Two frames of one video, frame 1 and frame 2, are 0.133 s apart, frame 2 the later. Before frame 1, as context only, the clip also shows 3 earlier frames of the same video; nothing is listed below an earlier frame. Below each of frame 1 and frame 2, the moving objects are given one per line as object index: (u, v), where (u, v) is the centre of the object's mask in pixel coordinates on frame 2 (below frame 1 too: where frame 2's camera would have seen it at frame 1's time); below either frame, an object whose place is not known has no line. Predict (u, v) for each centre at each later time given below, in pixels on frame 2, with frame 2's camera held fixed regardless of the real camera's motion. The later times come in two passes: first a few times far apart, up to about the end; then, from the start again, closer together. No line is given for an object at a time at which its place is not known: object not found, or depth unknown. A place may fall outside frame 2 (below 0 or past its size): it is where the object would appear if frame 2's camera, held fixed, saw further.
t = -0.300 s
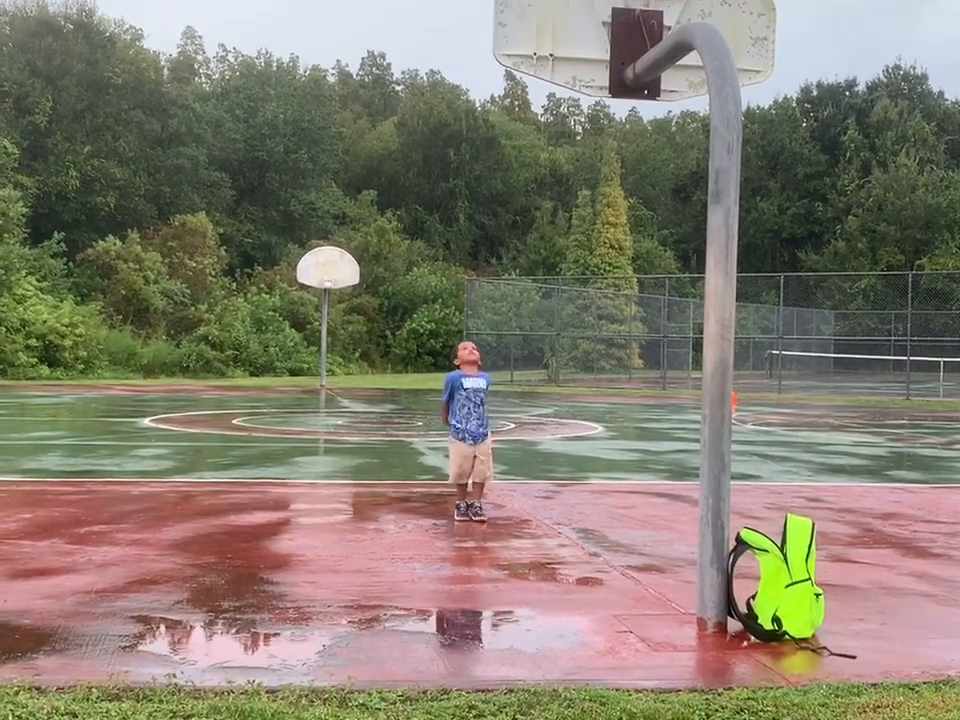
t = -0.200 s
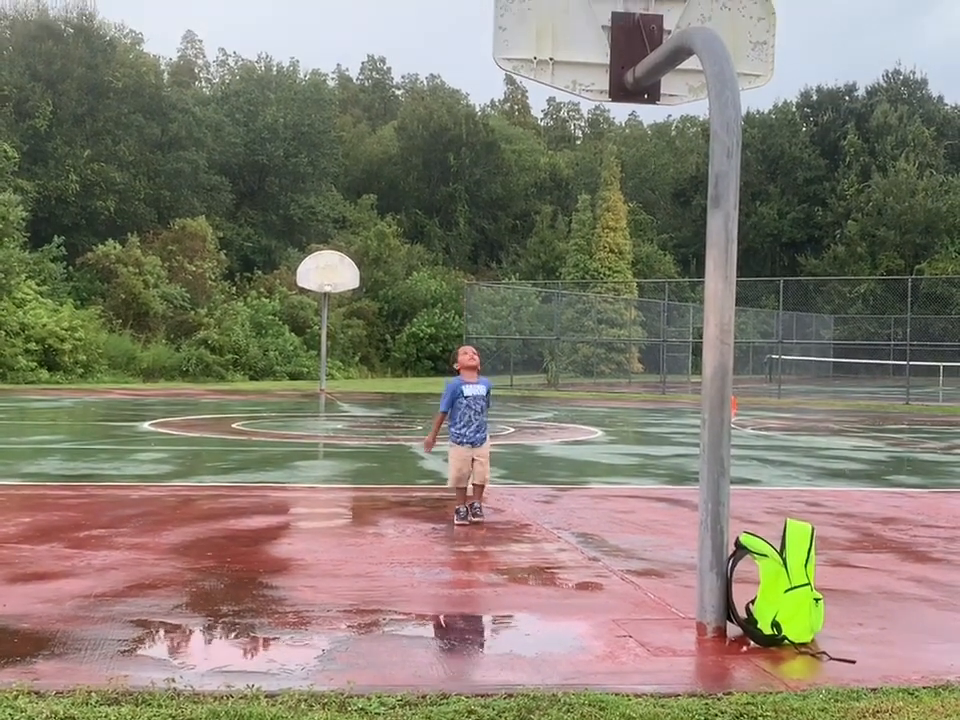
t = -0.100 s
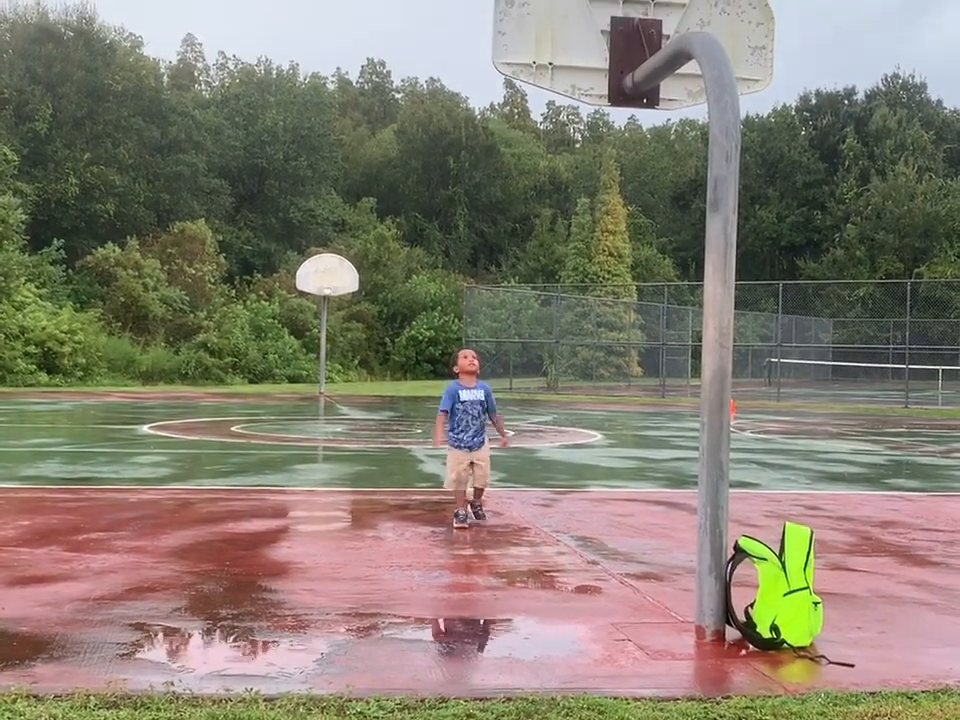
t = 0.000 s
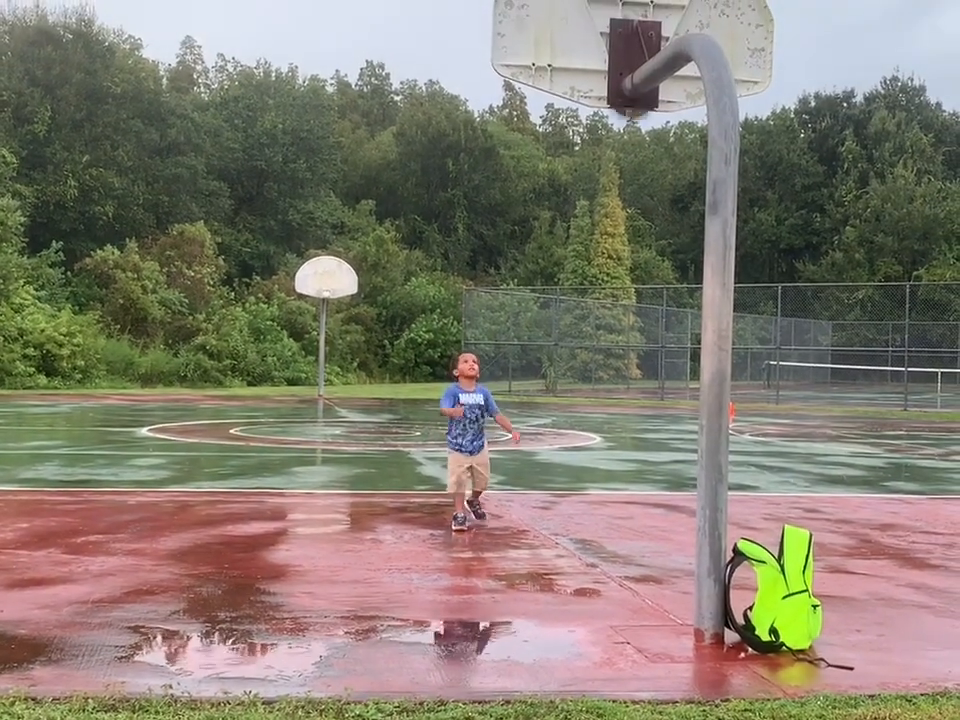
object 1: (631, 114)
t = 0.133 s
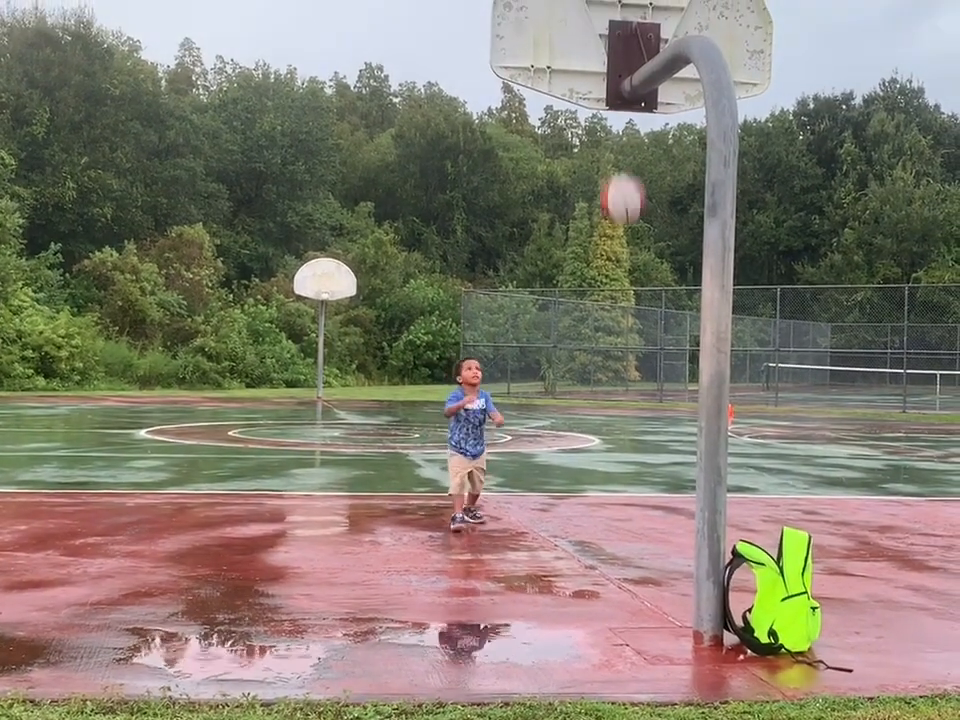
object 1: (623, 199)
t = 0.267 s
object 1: (613, 326)
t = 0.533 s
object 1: (594, 445)
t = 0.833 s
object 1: (569, 259)
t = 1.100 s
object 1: (548, 227)
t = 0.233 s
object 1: (615, 291)
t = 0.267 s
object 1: (613, 326)
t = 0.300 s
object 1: (611, 361)
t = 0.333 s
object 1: (610, 398)
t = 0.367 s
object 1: (607, 438)
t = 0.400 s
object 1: (605, 478)
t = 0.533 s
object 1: (594, 445)
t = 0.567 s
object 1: (590, 413)
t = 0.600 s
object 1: (589, 387)
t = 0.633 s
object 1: (586, 363)
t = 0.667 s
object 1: (582, 340)
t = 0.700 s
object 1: (581, 320)
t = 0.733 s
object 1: (578, 302)
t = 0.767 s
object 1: (575, 285)
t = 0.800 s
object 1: (572, 271)
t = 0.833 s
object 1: (569, 259)
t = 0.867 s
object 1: (567, 248)
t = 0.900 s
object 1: (564, 240)
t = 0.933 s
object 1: (561, 233)
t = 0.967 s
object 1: (559, 228)
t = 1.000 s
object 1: (555, 225)
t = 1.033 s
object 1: (553, 224)
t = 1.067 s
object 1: (550, 224)
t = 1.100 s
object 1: (548, 227)
